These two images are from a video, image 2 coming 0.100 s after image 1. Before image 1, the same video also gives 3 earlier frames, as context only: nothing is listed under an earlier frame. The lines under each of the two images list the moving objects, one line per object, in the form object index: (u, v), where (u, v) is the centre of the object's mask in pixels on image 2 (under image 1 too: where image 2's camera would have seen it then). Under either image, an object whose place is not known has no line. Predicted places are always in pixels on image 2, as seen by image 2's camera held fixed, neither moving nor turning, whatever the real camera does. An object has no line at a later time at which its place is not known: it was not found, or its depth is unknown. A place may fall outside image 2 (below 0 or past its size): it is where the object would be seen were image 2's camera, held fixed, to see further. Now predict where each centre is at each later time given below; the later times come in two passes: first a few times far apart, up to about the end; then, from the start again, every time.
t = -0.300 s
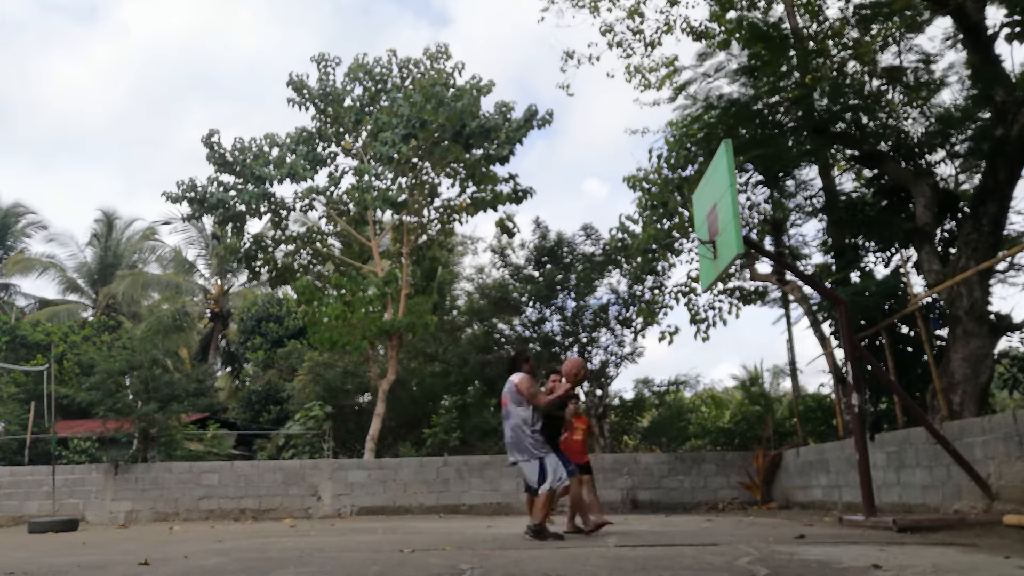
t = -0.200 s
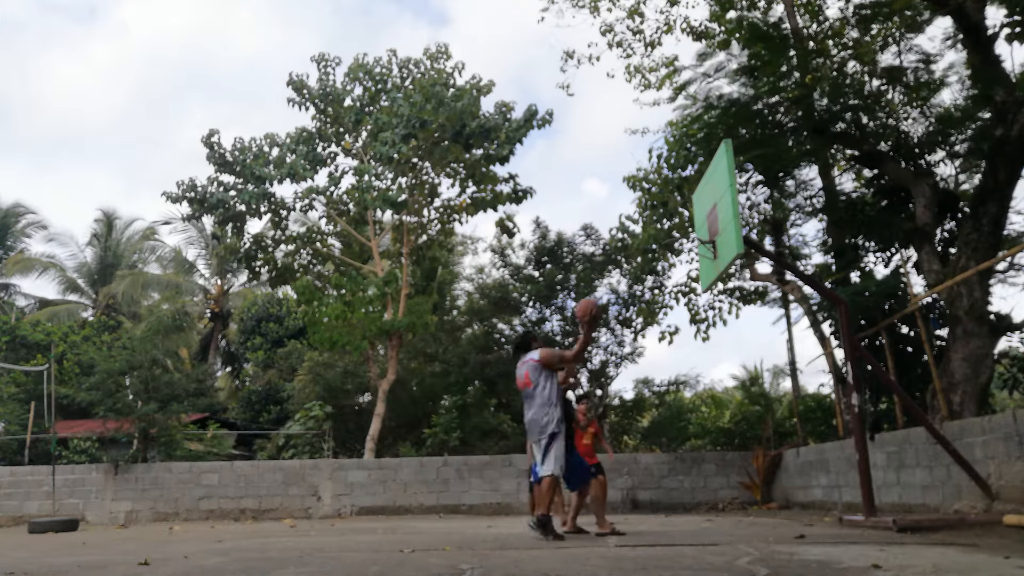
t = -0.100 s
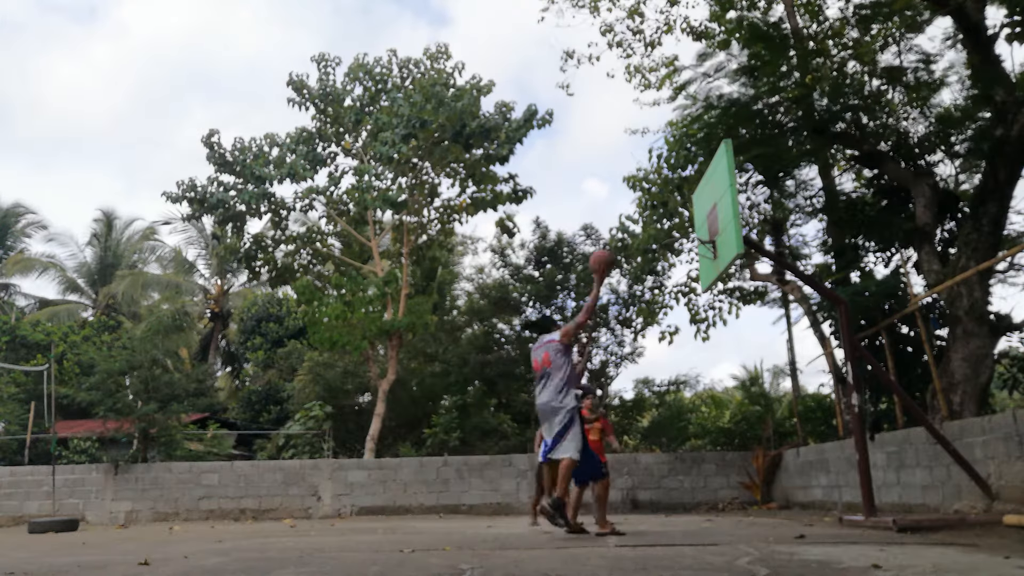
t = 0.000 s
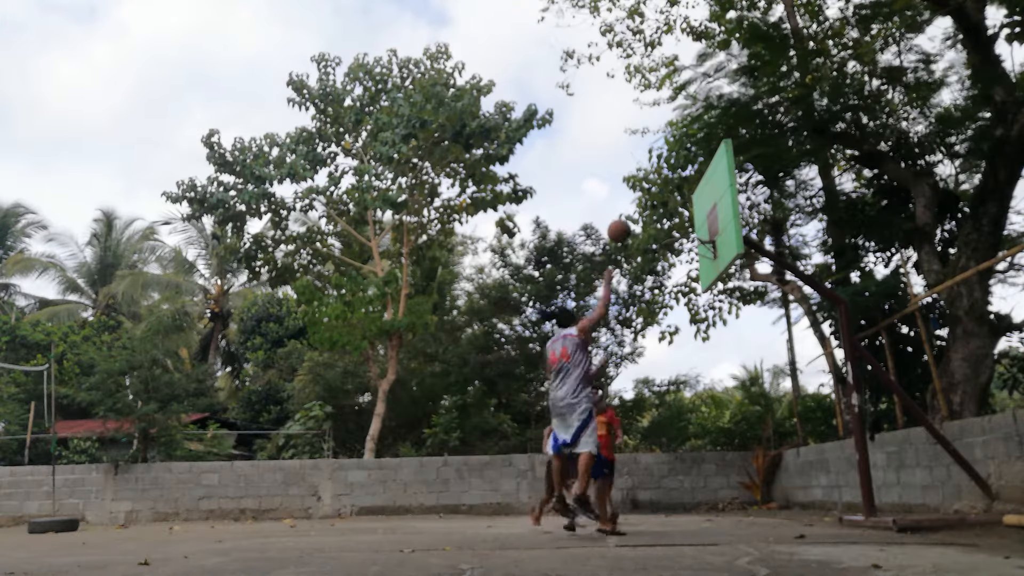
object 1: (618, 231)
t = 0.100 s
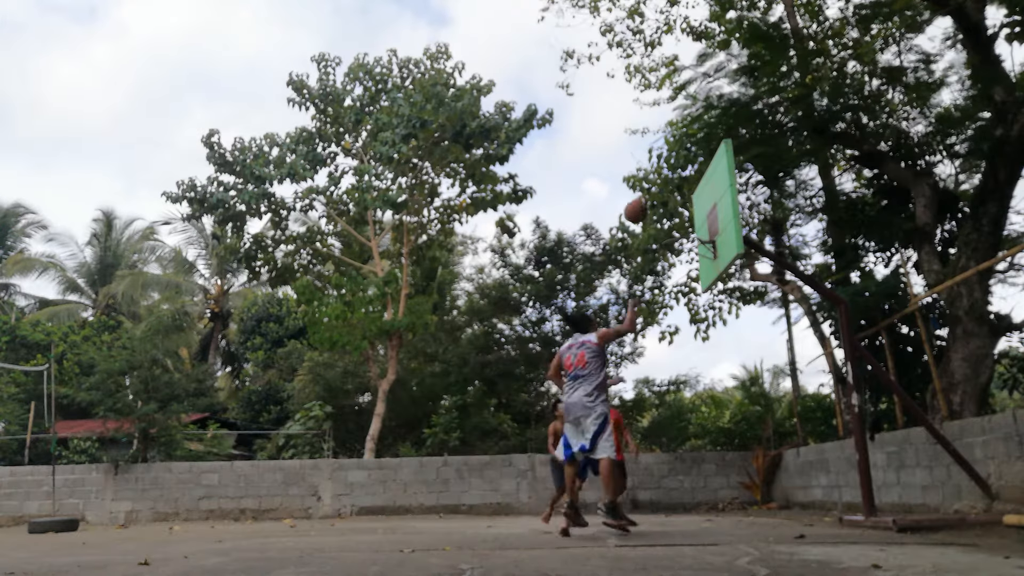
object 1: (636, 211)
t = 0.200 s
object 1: (649, 201)
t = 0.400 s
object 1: (682, 211)
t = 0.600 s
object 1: (702, 221)
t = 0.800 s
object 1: (682, 224)
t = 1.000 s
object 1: (679, 243)
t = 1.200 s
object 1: (697, 259)
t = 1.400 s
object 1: (720, 306)
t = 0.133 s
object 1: (641, 207)
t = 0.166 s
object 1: (645, 204)
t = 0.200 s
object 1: (649, 201)
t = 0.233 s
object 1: (655, 200)
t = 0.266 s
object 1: (661, 200)
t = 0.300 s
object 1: (665, 201)
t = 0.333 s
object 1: (672, 203)
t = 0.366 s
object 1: (675, 206)
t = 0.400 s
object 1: (682, 211)
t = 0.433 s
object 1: (687, 215)
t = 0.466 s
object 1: (692, 221)
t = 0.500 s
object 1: (699, 227)
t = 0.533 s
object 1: (702, 226)
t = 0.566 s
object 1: (705, 223)
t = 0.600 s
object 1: (702, 221)
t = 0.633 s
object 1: (698, 219)
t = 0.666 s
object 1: (695, 218)
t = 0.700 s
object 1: (692, 218)
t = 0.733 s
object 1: (688, 220)
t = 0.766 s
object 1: (685, 222)
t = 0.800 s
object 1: (682, 224)
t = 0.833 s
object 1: (680, 228)
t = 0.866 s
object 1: (677, 232)
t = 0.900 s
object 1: (677, 233)
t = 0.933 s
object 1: (678, 237)
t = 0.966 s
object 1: (679, 239)
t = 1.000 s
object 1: (679, 243)
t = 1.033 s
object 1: (680, 245)
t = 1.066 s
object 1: (684, 246)
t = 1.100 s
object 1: (687, 248)
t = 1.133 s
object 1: (690, 250)
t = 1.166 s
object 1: (694, 253)
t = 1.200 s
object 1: (697, 259)
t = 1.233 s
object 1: (701, 265)
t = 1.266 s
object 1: (705, 270)
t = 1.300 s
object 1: (708, 277)
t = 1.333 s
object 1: (712, 286)
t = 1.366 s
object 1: (715, 296)
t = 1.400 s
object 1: (720, 306)
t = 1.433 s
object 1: (724, 319)
